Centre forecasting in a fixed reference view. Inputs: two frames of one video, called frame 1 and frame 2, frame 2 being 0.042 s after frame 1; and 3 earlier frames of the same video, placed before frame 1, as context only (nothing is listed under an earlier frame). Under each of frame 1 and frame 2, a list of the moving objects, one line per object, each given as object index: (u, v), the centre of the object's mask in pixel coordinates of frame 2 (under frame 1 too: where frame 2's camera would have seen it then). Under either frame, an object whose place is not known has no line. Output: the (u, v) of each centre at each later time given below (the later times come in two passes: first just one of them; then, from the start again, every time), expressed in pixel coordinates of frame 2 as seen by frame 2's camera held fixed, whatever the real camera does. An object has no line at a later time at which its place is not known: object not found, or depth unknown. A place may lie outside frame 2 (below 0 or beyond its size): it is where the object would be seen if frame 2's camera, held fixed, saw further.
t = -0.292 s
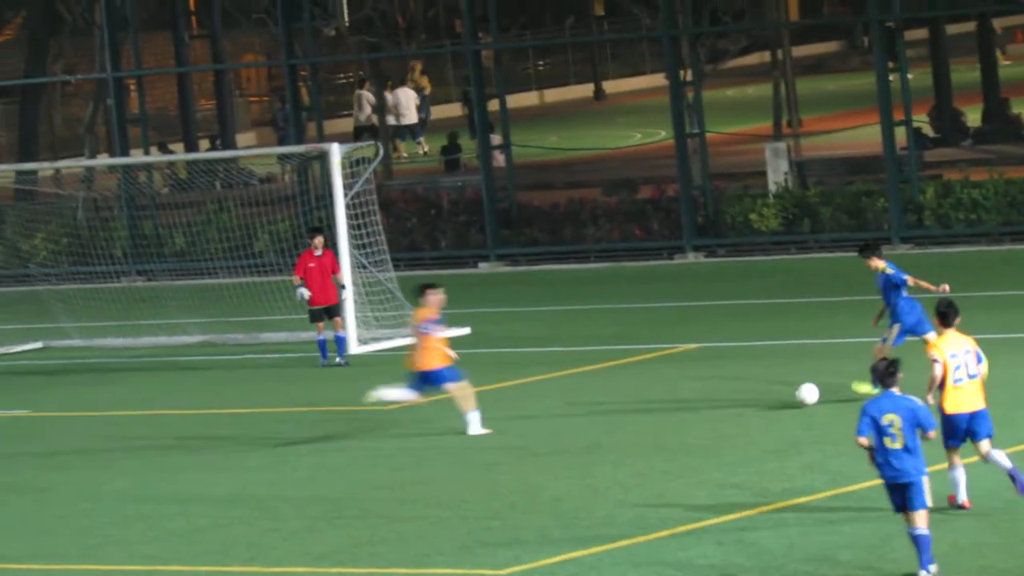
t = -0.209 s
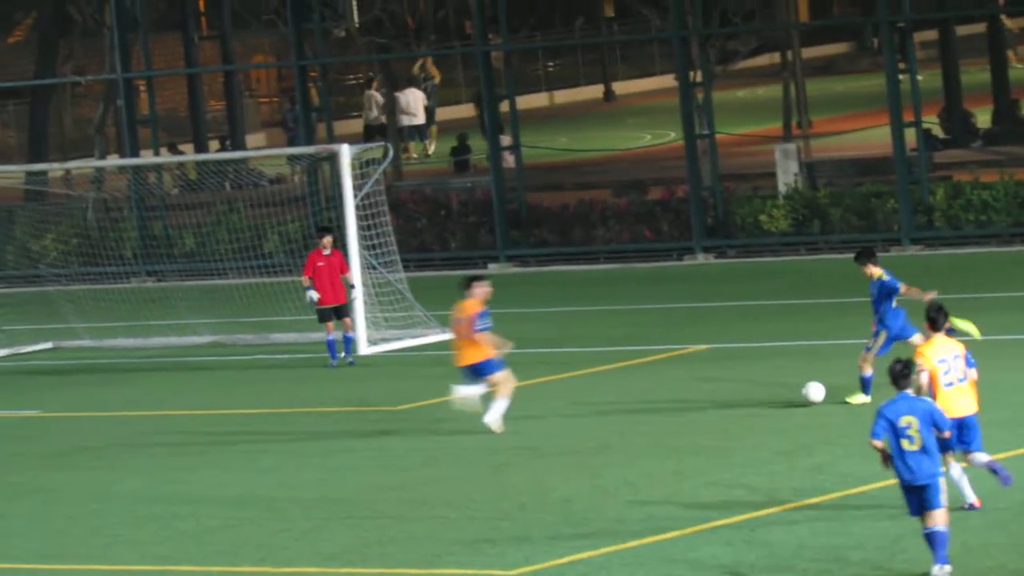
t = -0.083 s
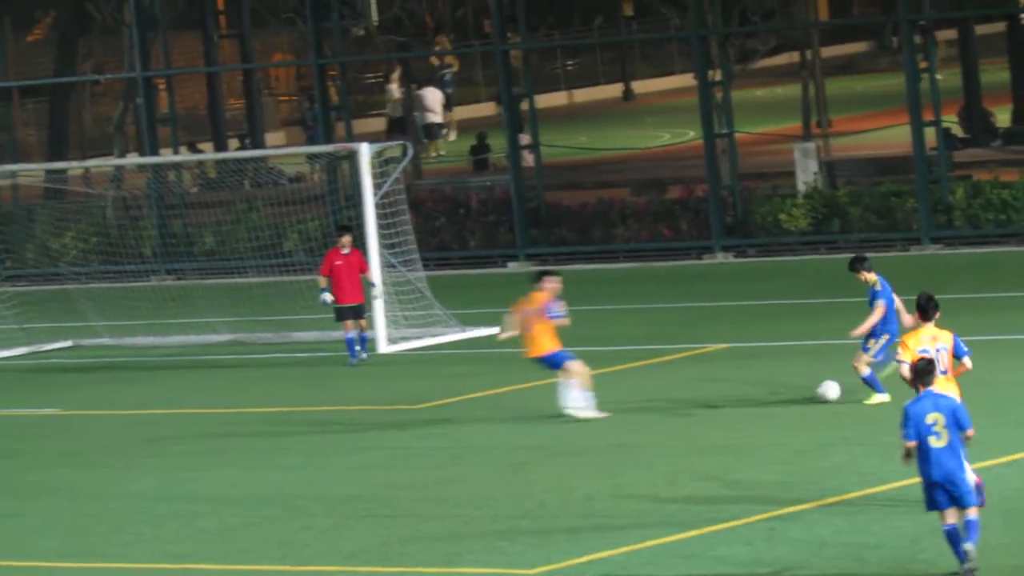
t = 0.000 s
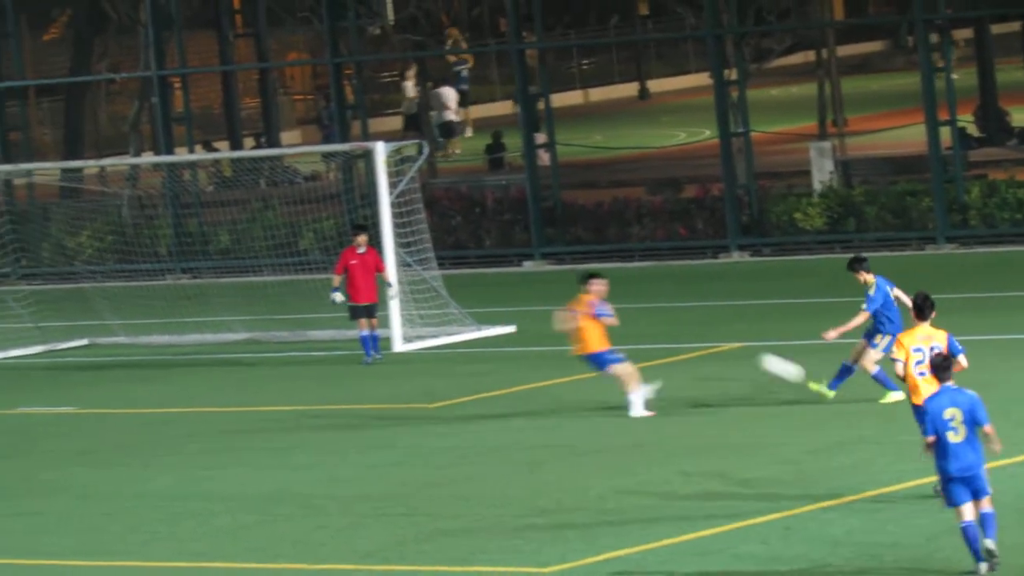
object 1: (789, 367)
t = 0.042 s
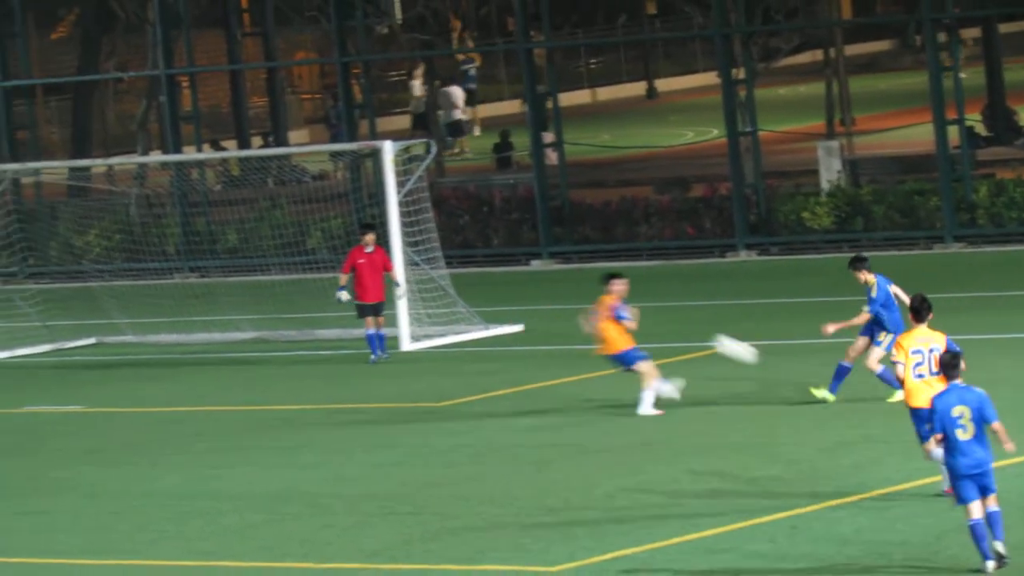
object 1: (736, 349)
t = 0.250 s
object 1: (469, 276)
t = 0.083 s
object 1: (682, 333)
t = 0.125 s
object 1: (625, 317)
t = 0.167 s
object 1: (573, 302)
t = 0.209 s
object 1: (520, 289)
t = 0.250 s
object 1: (469, 276)
